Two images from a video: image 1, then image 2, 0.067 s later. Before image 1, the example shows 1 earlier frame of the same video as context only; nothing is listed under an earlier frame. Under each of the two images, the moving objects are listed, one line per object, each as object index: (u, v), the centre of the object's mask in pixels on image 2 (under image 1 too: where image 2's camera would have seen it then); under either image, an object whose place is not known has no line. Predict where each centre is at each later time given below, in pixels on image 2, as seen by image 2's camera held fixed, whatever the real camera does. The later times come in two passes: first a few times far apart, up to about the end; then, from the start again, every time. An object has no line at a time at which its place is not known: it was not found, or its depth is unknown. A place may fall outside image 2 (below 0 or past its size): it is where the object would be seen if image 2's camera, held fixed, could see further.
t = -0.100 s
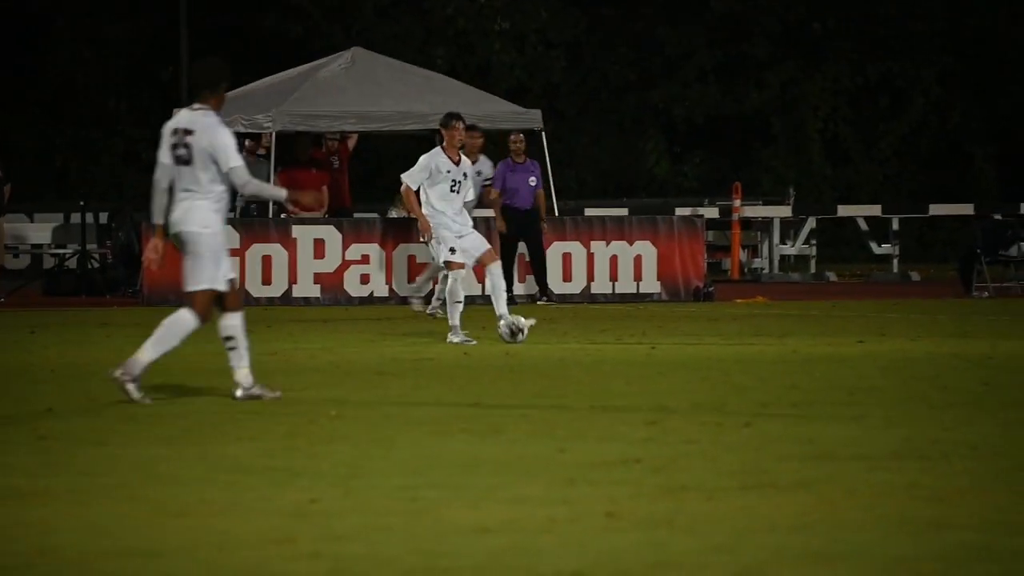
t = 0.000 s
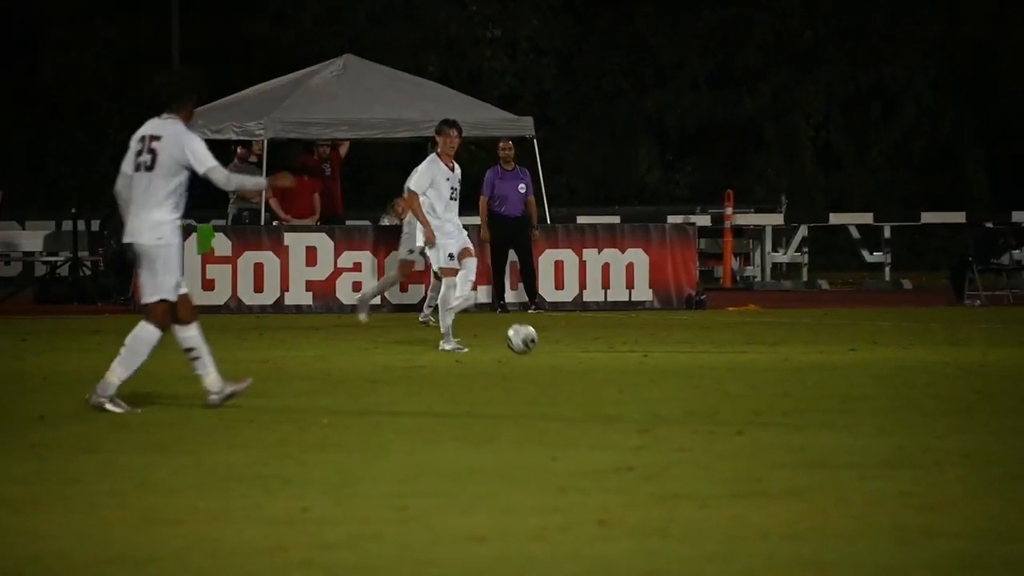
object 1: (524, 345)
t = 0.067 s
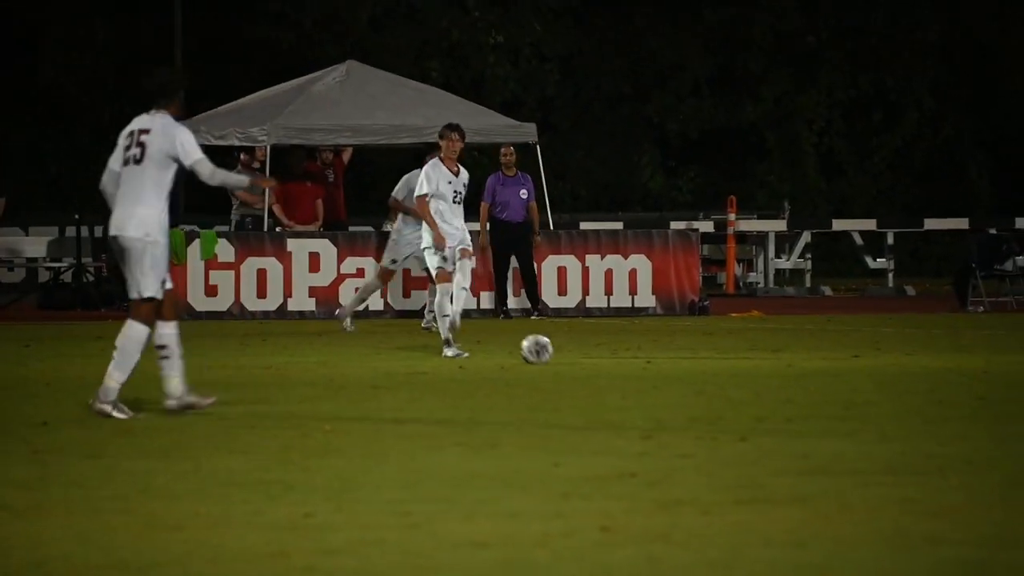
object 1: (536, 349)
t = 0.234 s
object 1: (565, 355)
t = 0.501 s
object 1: (609, 365)
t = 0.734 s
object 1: (639, 373)
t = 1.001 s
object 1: (671, 380)
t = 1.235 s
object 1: (699, 390)
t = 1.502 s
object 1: (733, 401)
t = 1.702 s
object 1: (759, 411)
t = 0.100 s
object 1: (542, 349)
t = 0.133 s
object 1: (548, 349)
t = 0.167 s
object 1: (554, 351)
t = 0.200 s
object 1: (560, 354)
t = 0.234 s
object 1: (565, 355)
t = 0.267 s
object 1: (572, 356)
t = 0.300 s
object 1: (577, 357)
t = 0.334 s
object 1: (583, 358)
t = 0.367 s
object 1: (588, 359)
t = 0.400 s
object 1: (594, 360)
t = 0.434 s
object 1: (599, 362)
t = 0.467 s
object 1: (604, 364)
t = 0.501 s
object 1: (609, 365)
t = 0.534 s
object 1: (613, 365)
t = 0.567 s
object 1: (618, 367)
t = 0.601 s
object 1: (622, 369)
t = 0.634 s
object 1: (627, 370)
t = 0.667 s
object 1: (631, 370)
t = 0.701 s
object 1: (635, 371)
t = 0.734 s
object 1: (639, 373)
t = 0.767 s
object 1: (645, 373)
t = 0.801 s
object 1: (648, 374)
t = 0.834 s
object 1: (653, 375)
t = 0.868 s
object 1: (657, 377)
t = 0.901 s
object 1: (660, 378)
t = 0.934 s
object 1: (664, 378)
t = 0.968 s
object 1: (668, 380)
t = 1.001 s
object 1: (671, 380)
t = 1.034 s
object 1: (675, 381)
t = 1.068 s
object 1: (678, 382)
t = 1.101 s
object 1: (683, 385)
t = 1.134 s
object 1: (687, 385)
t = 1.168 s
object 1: (690, 385)
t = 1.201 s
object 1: (695, 388)
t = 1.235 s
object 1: (699, 390)
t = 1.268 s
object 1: (703, 389)
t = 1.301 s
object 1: (707, 391)
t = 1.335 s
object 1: (712, 394)
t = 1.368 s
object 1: (716, 395)
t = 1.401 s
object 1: (720, 394)
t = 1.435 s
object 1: (724, 396)
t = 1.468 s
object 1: (729, 399)
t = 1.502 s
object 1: (733, 401)
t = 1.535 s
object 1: (736, 401)
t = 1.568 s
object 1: (742, 403)
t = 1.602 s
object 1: (746, 406)
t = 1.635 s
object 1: (751, 407)
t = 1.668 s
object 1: (754, 408)
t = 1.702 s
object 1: (759, 411)
